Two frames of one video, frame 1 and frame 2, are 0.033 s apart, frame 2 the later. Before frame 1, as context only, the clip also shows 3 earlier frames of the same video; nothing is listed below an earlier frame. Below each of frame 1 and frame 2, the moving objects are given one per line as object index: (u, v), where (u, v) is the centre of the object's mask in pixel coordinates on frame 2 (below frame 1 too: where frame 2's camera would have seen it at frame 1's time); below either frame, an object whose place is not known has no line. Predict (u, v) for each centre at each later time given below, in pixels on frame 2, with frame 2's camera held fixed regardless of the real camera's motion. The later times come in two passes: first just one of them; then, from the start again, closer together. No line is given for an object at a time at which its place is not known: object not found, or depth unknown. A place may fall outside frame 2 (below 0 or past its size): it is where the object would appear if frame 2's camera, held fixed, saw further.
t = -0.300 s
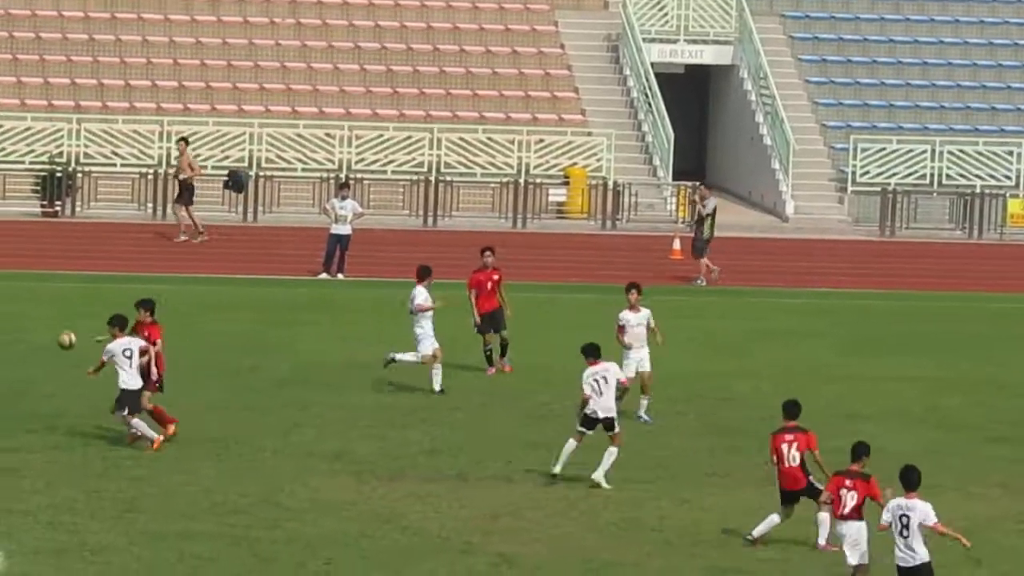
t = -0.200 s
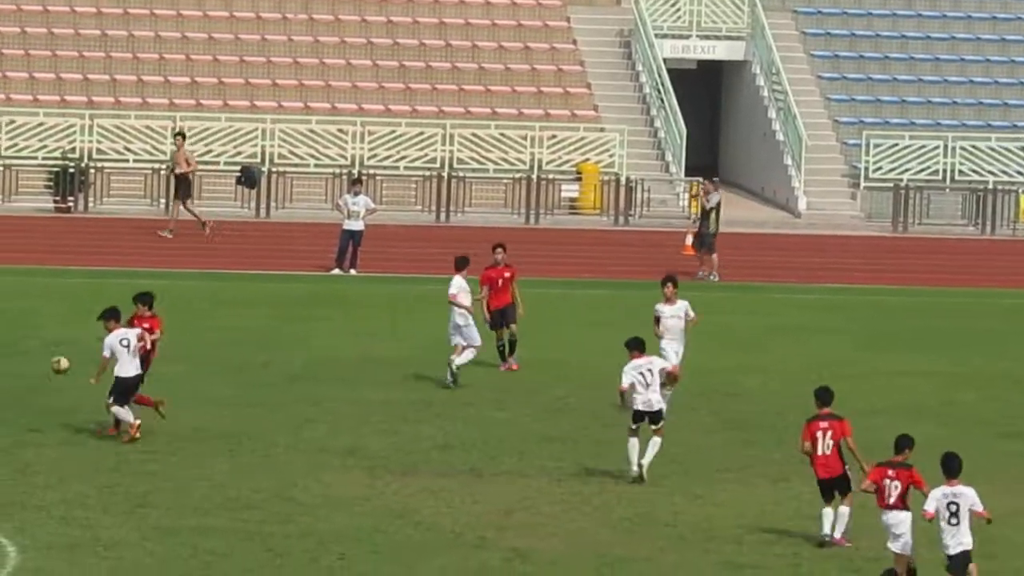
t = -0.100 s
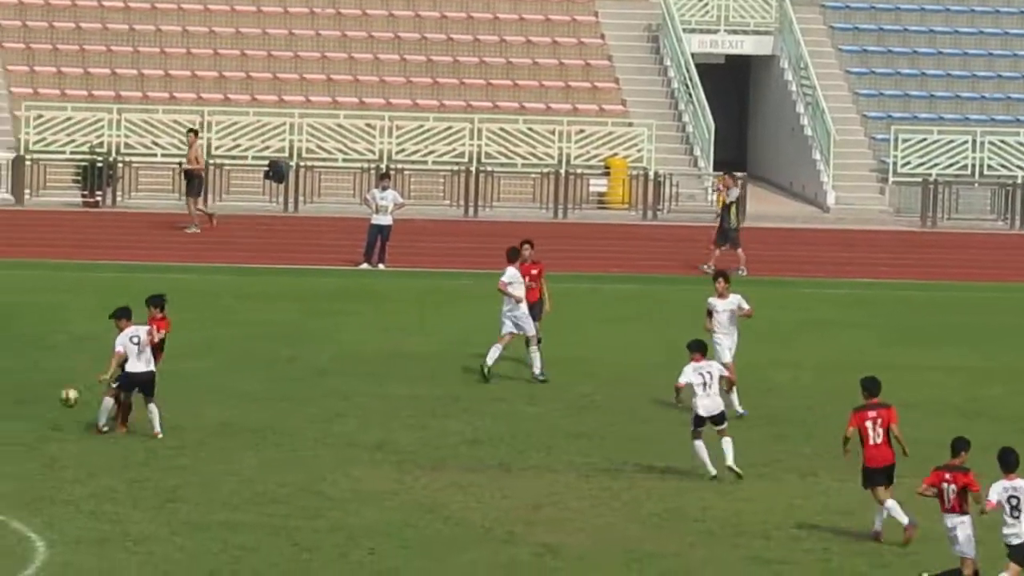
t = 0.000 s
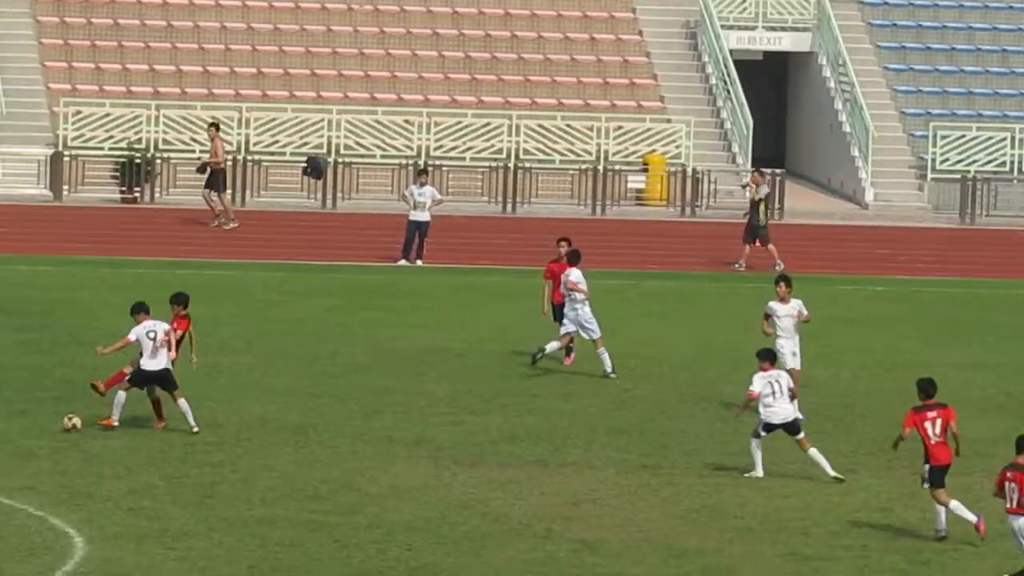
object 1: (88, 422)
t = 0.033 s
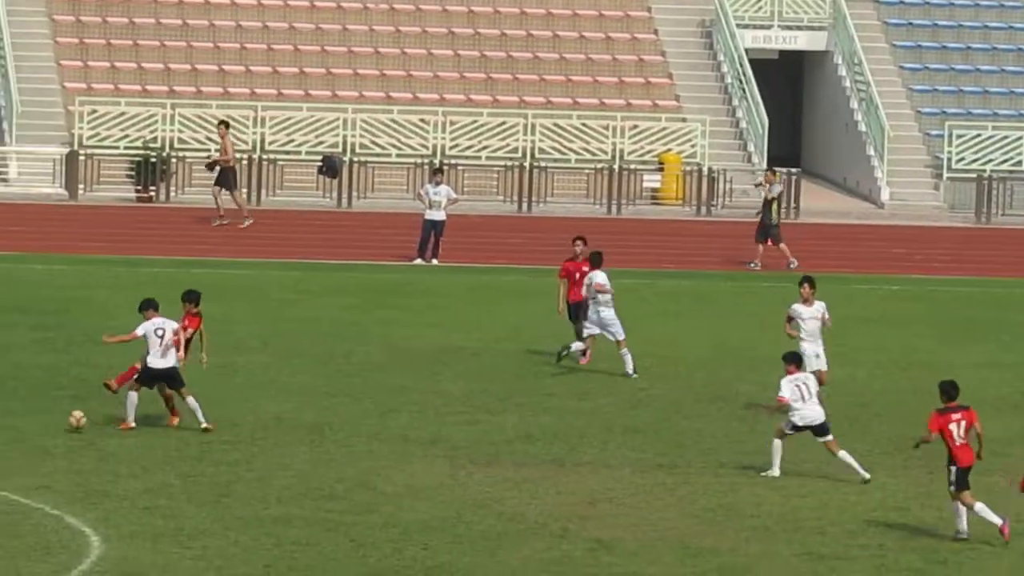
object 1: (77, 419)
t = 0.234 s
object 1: (6, 424)
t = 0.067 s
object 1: (65, 418)
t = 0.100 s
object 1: (53, 417)
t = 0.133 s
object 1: (42, 417)
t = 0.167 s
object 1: (30, 418)
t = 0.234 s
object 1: (6, 424)
